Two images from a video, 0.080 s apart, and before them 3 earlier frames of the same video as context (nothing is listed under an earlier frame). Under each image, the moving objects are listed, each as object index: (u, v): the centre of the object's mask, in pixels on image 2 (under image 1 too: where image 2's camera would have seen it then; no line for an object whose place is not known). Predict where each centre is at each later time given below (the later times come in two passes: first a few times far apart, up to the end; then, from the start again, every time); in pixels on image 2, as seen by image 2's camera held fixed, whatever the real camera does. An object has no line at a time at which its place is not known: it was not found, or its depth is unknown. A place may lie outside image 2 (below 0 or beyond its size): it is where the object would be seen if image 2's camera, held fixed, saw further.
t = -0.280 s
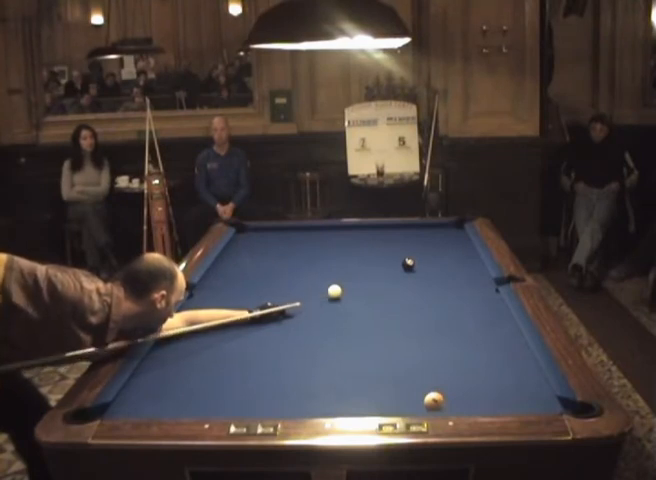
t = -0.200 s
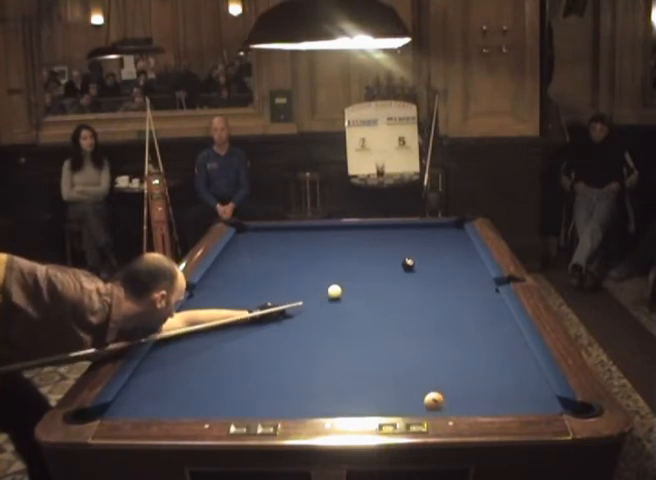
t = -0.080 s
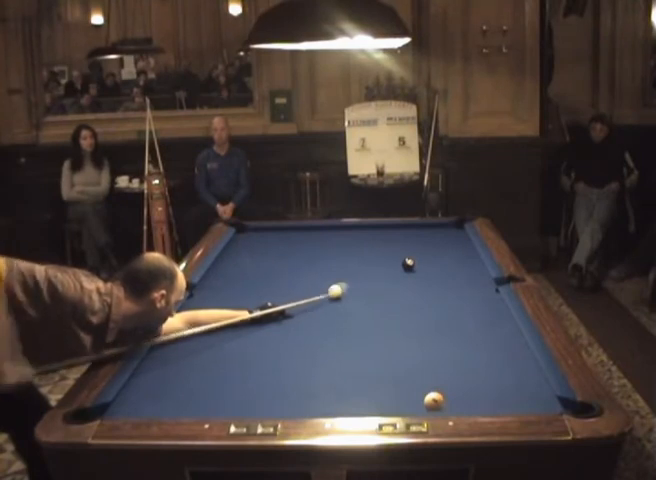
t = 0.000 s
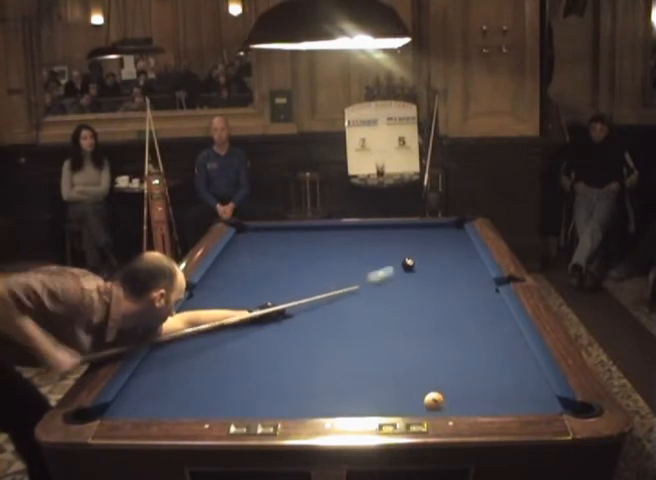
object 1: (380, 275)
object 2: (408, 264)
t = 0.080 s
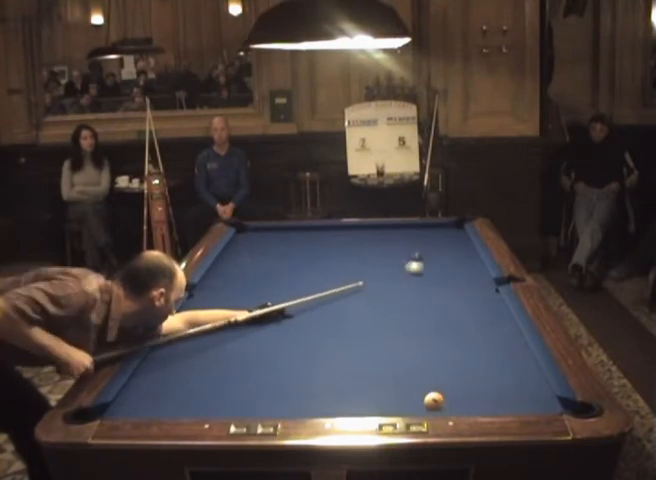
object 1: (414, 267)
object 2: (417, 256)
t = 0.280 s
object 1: (459, 270)
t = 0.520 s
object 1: (471, 275)
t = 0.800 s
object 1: (449, 283)
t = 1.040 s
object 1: (430, 289)
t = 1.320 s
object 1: (407, 297)
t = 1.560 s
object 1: (387, 304)
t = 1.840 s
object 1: (363, 312)
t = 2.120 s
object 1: (339, 319)
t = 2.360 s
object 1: (319, 326)
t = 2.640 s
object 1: (295, 334)
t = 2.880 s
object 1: (275, 341)
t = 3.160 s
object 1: (251, 349)
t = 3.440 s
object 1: (227, 356)
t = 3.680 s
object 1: (207, 363)
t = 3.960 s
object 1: (184, 371)
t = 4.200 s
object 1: (165, 378)
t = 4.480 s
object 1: (143, 384)
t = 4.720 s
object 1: (131, 390)
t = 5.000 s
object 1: (136, 395)
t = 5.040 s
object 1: (137, 395)
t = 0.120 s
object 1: (425, 267)
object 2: (423, 253)
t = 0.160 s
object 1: (434, 268)
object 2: (430, 245)
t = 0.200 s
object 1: (443, 269)
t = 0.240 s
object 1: (451, 269)
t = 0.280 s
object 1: (459, 270)
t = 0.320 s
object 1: (467, 270)
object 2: (451, 225)
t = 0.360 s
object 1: (474, 271)
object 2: (458, 222)
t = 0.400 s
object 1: (481, 271)
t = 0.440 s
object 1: (479, 272)
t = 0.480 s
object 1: (474, 273)
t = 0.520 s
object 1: (471, 275)
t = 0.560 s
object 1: (468, 276)
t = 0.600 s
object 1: (464, 277)
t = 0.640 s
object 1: (462, 278)
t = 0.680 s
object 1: (458, 280)
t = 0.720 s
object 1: (455, 280)
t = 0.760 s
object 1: (452, 281)
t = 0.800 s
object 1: (449, 283)
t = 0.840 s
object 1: (445, 284)
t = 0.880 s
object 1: (442, 285)
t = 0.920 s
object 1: (439, 286)
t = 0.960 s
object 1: (436, 287)
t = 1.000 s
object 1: (433, 288)
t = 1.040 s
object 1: (430, 289)
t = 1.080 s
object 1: (426, 290)
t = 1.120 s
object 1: (423, 291)
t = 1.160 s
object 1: (420, 292)
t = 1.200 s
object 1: (416, 293)
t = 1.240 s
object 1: (413, 295)
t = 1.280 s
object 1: (410, 296)
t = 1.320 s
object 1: (407, 297)
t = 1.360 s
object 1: (403, 298)
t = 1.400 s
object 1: (400, 299)
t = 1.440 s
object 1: (396, 300)
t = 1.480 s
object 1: (393, 301)
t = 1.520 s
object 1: (390, 303)
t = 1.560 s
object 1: (387, 304)
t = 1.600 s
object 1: (383, 305)
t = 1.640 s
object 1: (380, 306)
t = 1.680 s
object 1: (376, 307)
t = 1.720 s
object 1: (373, 308)
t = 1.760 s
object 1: (370, 310)
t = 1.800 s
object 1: (367, 311)
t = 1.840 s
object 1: (363, 312)
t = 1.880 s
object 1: (360, 313)
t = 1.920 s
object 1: (356, 314)
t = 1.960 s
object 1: (353, 315)
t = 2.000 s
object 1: (349, 316)
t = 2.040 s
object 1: (346, 317)
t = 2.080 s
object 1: (342, 318)
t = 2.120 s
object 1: (339, 319)
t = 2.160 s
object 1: (336, 321)
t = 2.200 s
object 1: (332, 321)
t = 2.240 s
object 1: (329, 323)
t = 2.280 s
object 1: (325, 324)
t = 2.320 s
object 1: (322, 325)
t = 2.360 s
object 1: (319, 326)
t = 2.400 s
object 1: (315, 327)
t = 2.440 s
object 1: (312, 328)
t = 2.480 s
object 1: (308, 329)
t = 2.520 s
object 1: (305, 331)
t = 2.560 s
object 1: (302, 332)
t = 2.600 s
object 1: (298, 333)
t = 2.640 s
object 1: (295, 334)
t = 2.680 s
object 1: (292, 335)
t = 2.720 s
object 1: (289, 336)
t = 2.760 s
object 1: (285, 337)
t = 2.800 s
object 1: (281, 338)
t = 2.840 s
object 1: (278, 339)
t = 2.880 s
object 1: (275, 341)
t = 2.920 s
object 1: (272, 342)
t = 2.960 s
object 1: (268, 343)
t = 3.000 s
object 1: (264, 344)
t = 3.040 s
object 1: (261, 345)
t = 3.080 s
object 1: (258, 346)
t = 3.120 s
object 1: (255, 347)
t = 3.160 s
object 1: (251, 349)
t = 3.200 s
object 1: (248, 350)
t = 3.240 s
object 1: (244, 351)
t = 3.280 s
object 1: (241, 352)
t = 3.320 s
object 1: (238, 353)
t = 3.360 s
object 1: (234, 354)
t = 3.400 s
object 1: (231, 355)
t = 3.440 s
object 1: (227, 356)
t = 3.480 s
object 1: (224, 357)
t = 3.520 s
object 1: (220, 359)
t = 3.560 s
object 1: (217, 360)
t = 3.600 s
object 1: (214, 361)
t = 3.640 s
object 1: (211, 362)
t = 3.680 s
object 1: (207, 363)
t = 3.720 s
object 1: (204, 364)
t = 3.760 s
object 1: (200, 366)
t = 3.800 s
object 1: (197, 366)
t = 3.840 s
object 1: (194, 367)
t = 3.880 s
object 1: (191, 369)
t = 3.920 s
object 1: (187, 370)
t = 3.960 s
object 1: (184, 371)
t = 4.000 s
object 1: (181, 372)
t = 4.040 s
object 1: (178, 373)
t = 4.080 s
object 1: (175, 374)
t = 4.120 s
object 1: (171, 375)
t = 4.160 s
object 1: (168, 376)
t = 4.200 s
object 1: (165, 378)
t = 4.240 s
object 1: (162, 378)
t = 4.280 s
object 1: (158, 379)
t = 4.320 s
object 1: (155, 380)
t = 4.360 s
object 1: (152, 381)
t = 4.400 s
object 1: (148, 382)
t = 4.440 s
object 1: (146, 383)
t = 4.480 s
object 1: (143, 384)
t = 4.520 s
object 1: (140, 385)
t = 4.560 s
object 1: (137, 386)
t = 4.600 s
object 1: (134, 387)
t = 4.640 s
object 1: (131, 388)
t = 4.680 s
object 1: (131, 389)
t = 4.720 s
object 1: (131, 390)
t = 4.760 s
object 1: (132, 391)
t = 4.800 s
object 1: (133, 391)
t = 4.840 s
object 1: (133, 392)
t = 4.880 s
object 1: (134, 393)
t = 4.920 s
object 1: (135, 394)
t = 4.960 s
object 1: (135, 394)
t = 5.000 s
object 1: (136, 395)
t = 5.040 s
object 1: (137, 395)
